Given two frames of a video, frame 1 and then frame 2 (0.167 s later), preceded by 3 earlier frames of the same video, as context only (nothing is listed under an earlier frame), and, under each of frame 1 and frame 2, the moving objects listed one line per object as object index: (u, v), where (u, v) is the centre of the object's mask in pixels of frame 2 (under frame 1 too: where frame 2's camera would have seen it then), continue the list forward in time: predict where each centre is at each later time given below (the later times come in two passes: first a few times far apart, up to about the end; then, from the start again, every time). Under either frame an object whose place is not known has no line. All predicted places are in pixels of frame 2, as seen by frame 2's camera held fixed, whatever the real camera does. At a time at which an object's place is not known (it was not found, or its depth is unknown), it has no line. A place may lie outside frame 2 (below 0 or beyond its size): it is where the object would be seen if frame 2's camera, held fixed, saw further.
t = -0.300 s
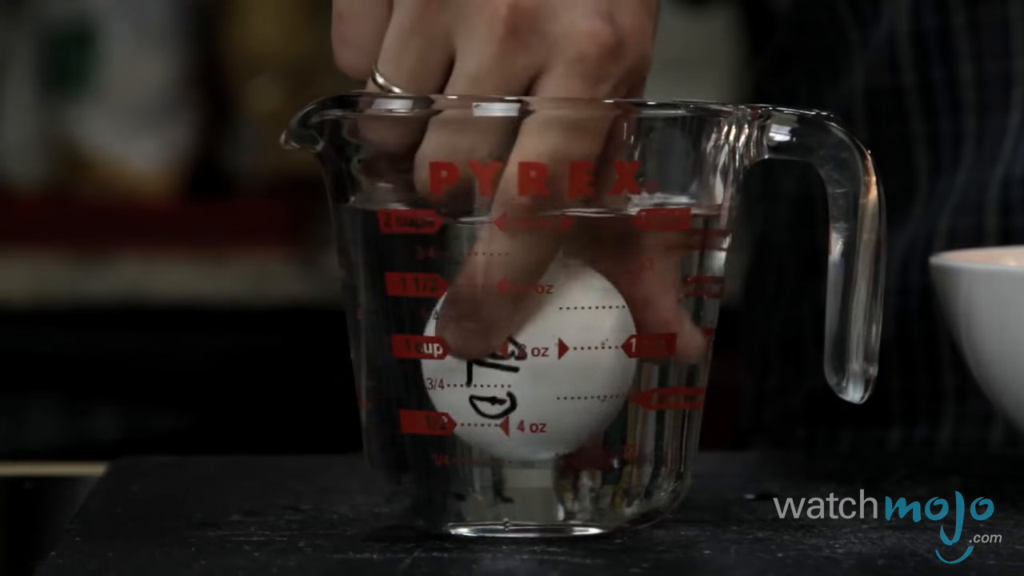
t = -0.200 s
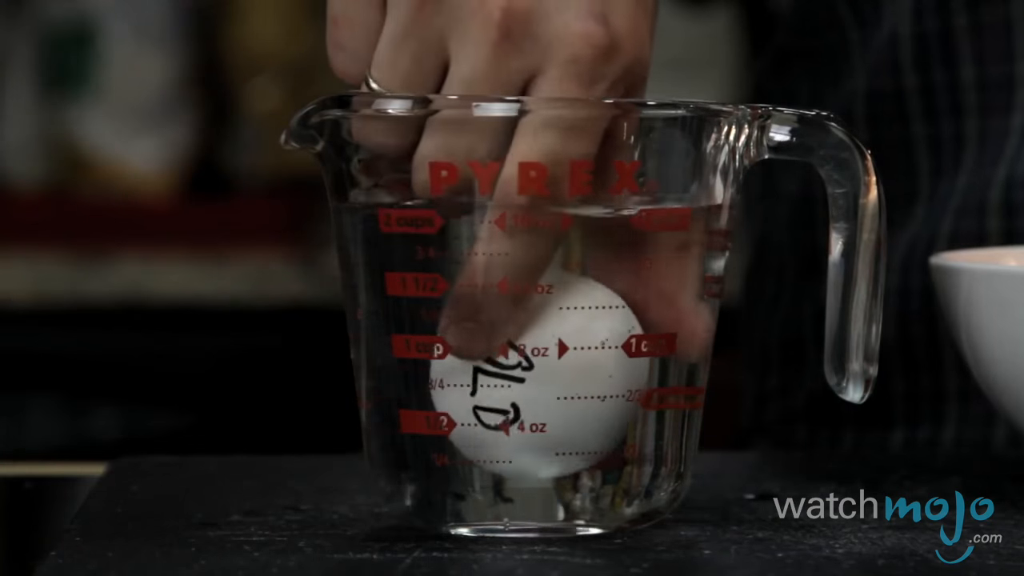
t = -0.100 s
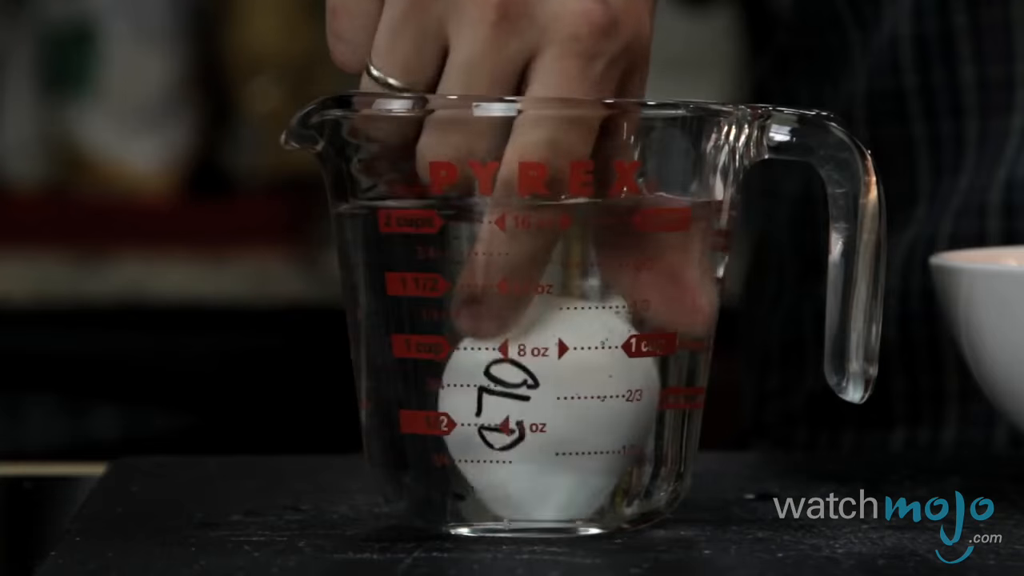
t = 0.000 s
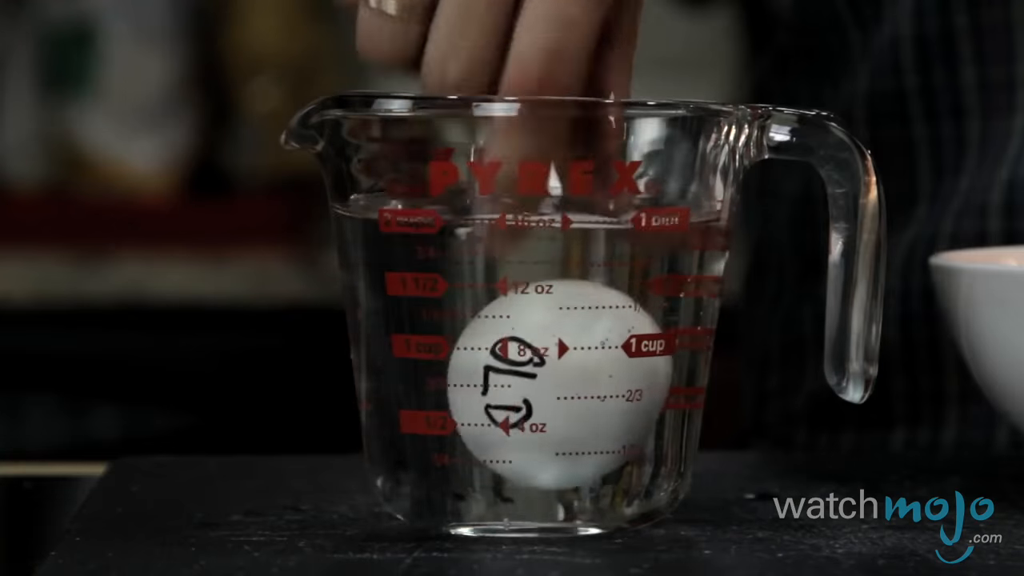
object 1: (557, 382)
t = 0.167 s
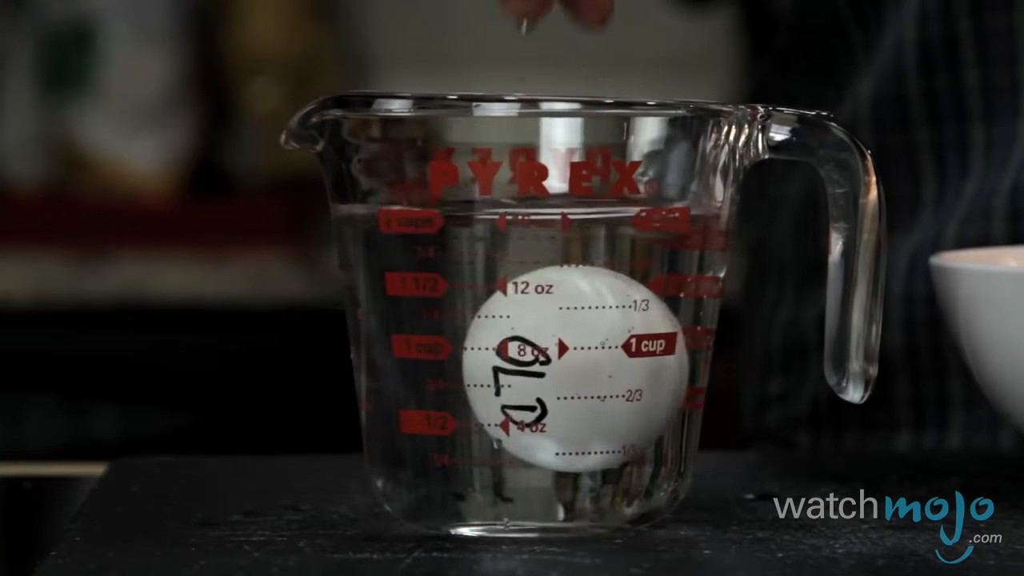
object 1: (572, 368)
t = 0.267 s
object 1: (576, 373)
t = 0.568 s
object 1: (590, 387)
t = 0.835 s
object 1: (591, 404)
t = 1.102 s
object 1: (581, 397)
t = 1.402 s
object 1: (577, 403)
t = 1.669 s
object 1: (576, 409)
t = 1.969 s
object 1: (573, 408)
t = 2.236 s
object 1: (563, 409)
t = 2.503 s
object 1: (552, 409)
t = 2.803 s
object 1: (538, 411)
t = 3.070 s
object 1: (529, 411)
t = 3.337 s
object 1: (524, 412)
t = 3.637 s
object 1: (518, 413)
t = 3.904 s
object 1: (517, 412)
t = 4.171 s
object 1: (519, 412)
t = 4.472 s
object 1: (525, 411)
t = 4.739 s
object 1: (534, 410)
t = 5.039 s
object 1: (541, 410)
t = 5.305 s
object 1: (546, 410)
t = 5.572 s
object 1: (550, 409)
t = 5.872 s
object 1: (551, 409)
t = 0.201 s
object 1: (574, 368)
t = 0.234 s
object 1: (575, 370)
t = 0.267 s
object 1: (576, 373)
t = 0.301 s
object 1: (577, 377)
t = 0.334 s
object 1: (579, 382)
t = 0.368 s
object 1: (580, 390)
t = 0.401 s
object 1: (582, 400)
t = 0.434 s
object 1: (584, 409)
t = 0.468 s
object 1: (584, 402)
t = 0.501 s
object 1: (587, 395)
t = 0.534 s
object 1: (588, 390)
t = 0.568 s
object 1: (590, 387)
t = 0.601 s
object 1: (591, 384)
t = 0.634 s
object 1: (591, 383)
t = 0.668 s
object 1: (590, 384)
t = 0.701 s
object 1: (589, 385)
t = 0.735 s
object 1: (589, 387)
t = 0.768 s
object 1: (588, 391)
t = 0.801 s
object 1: (587, 396)
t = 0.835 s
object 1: (591, 404)
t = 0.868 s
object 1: (589, 409)
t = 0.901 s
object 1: (590, 406)
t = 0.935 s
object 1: (586, 400)
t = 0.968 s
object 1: (585, 397)
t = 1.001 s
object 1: (584, 395)
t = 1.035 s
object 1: (583, 394)
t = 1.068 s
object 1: (582, 395)
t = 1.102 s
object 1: (581, 397)
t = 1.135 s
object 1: (582, 400)
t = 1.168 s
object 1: (585, 405)
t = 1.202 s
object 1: (584, 409)
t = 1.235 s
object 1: (584, 406)
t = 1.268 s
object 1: (584, 403)
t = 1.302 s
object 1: (583, 402)
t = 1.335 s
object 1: (582, 402)
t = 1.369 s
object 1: (581, 402)
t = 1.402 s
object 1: (577, 403)
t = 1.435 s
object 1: (579, 407)
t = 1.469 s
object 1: (578, 409)
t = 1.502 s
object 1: (579, 407)
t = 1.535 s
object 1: (579, 406)
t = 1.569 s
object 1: (579, 405)
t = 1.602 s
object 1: (578, 406)
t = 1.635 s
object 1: (574, 407)
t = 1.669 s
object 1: (576, 409)
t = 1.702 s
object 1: (572, 406)
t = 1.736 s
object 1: (570, 405)
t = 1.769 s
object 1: (573, 405)
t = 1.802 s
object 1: (572, 406)
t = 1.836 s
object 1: (572, 408)
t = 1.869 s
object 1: (572, 407)
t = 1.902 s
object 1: (572, 407)
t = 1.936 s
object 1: (569, 407)
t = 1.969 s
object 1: (573, 408)
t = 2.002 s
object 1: (571, 408)
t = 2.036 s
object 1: (569, 407)
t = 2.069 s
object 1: (567, 407)
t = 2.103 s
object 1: (566, 409)
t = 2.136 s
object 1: (565, 408)
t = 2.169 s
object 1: (564, 408)
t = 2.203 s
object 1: (564, 408)
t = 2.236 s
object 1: (563, 409)
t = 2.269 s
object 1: (562, 408)
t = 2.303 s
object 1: (561, 409)
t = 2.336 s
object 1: (559, 409)
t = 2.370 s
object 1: (557, 409)
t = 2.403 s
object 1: (555, 409)
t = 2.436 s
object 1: (554, 409)
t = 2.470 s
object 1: (553, 409)
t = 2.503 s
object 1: (552, 409)
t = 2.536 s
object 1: (551, 409)
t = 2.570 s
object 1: (550, 409)
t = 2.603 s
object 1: (549, 410)
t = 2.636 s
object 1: (547, 410)
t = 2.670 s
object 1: (545, 410)
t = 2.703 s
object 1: (543, 410)
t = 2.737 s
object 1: (541, 410)
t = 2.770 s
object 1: (539, 410)
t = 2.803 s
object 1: (538, 411)
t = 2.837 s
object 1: (537, 411)
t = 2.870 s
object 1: (537, 411)
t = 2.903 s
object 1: (536, 411)
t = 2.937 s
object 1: (535, 411)
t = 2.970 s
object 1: (534, 411)
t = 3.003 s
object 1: (533, 411)
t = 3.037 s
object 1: (531, 411)
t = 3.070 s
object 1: (529, 411)
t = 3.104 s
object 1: (528, 412)
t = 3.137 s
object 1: (527, 412)
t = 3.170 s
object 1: (526, 412)
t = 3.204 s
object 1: (526, 412)
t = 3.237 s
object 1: (526, 412)
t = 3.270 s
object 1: (525, 412)
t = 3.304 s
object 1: (525, 412)
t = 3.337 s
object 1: (524, 412)
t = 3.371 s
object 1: (522, 412)
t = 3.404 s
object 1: (520, 412)
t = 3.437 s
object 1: (519, 413)
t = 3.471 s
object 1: (518, 413)
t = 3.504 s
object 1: (518, 413)
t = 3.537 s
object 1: (518, 413)
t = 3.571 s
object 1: (518, 413)
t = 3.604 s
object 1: (518, 413)
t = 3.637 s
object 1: (518, 413)
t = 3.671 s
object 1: (517, 413)
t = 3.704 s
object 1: (517, 412)
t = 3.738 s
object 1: (516, 413)
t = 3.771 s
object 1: (516, 412)
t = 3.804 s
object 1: (516, 412)
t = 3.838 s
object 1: (516, 412)
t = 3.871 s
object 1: (516, 412)
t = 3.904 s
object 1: (517, 412)
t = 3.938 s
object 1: (517, 412)
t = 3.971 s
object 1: (518, 412)
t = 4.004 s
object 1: (518, 412)
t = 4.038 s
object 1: (518, 412)
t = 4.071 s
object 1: (518, 412)
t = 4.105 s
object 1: (518, 412)
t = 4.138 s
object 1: (518, 412)
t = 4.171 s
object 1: (519, 412)
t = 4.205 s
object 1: (520, 412)
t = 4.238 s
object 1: (520, 412)
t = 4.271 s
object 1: (522, 411)
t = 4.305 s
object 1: (523, 411)
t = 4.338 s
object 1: (523, 411)
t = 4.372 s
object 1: (523, 411)
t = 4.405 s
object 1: (524, 411)
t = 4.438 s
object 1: (524, 411)
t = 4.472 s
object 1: (525, 411)
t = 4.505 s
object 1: (525, 411)
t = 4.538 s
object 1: (526, 411)
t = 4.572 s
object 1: (528, 411)
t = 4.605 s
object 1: (529, 411)
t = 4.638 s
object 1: (532, 411)
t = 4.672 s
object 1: (531, 410)
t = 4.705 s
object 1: (532, 410)
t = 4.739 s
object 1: (534, 410)
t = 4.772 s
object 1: (533, 410)
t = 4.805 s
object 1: (533, 410)
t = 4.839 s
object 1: (534, 410)
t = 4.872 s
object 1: (535, 410)
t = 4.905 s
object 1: (537, 410)
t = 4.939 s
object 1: (538, 410)
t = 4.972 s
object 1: (539, 410)
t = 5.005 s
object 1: (540, 410)
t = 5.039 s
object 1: (541, 410)
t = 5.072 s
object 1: (541, 410)
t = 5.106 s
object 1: (542, 410)
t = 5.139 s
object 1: (542, 410)
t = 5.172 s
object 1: (542, 410)
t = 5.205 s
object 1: (543, 410)
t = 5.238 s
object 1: (544, 410)
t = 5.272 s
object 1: (545, 410)
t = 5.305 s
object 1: (546, 410)
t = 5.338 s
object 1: (547, 409)
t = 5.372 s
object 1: (547, 409)
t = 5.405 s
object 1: (548, 409)
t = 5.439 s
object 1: (548, 409)
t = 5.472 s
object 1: (548, 409)
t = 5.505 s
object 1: (548, 409)
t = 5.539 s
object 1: (549, 409)
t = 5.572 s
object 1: (550, 409)
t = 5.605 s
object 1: (550, 409)
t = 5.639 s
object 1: (551, 409)
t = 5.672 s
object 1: (551, 409)
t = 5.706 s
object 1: (551, 409)
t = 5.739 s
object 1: (551, 409)
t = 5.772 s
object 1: (551, 409)
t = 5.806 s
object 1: (551, 409)
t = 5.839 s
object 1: (551, 409)
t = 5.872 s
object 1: (551, 409)
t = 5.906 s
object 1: (551, 409)
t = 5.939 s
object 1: (551, 409)
